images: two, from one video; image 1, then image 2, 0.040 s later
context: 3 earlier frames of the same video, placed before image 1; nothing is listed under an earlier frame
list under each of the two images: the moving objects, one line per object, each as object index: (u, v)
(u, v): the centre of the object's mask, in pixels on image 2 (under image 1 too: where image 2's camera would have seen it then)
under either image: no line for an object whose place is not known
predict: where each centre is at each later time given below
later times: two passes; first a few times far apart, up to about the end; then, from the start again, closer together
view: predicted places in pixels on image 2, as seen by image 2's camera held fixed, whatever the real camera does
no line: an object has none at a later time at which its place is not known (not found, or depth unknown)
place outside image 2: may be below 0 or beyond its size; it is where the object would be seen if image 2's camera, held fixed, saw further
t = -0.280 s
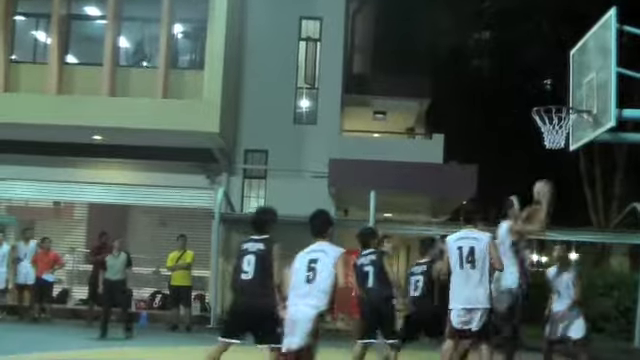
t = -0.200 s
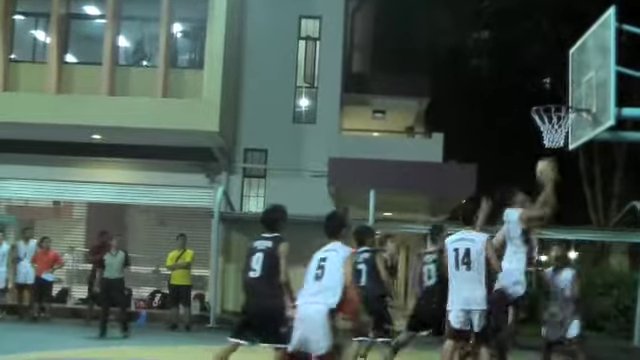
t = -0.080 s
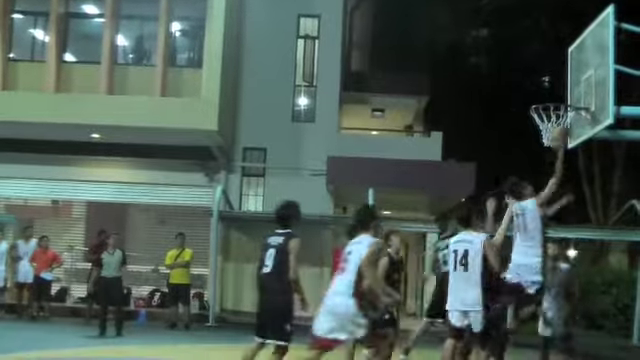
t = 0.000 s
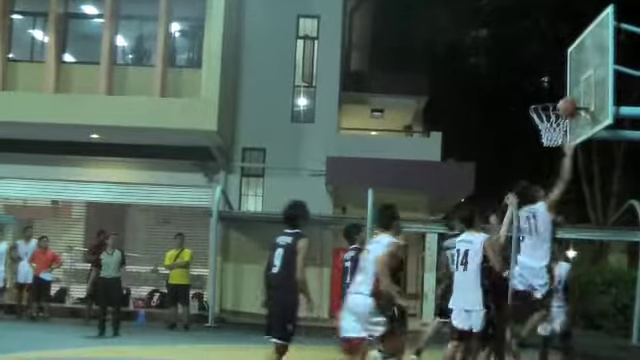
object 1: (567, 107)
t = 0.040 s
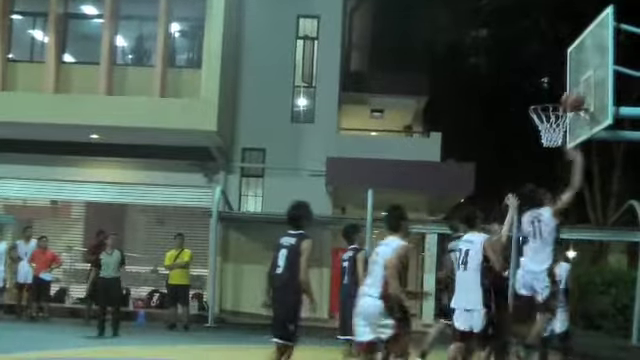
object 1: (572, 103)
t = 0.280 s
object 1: (556, 85)
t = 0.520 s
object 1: (551, 99)
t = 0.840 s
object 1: (542, 147)
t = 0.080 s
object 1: (578, 92)
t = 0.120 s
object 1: (582, 87)
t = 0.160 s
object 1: (579, 85)
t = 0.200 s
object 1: (568, 84)
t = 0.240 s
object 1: (563, 83)
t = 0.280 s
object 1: (556, 85)
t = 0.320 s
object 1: (551, 89)
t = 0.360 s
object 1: (546, 93)
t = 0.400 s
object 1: (539, 98)
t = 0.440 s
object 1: (541, 98)
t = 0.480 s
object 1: (546, 99)
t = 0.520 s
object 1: (551, 99)
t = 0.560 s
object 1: (556, 101)
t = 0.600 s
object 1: (560, 108)
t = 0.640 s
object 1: (557, 112)
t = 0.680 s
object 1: (555, 115)
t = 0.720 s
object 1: (554, 117)
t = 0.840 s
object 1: (542, 147)
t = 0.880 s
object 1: (543, 153)
